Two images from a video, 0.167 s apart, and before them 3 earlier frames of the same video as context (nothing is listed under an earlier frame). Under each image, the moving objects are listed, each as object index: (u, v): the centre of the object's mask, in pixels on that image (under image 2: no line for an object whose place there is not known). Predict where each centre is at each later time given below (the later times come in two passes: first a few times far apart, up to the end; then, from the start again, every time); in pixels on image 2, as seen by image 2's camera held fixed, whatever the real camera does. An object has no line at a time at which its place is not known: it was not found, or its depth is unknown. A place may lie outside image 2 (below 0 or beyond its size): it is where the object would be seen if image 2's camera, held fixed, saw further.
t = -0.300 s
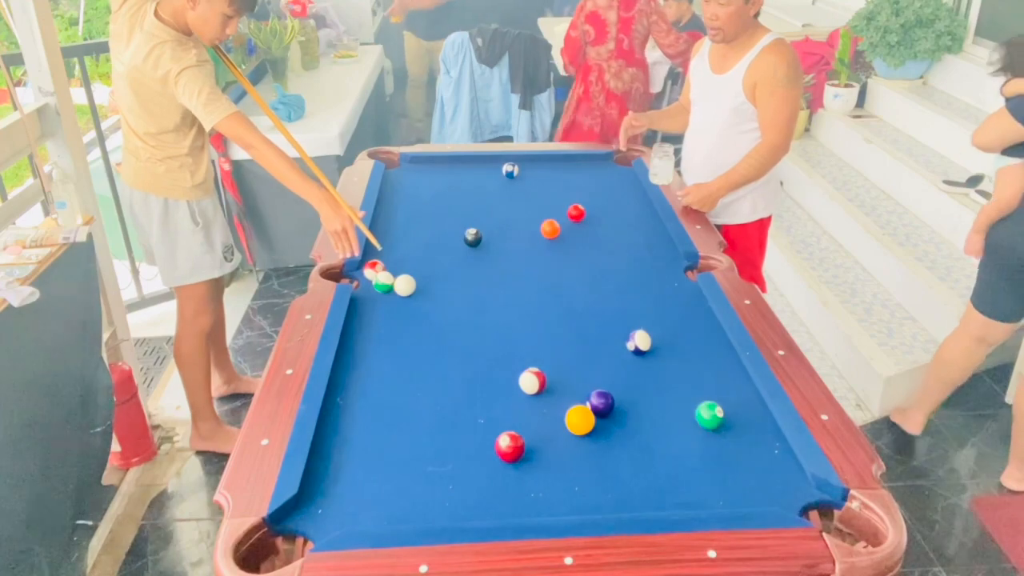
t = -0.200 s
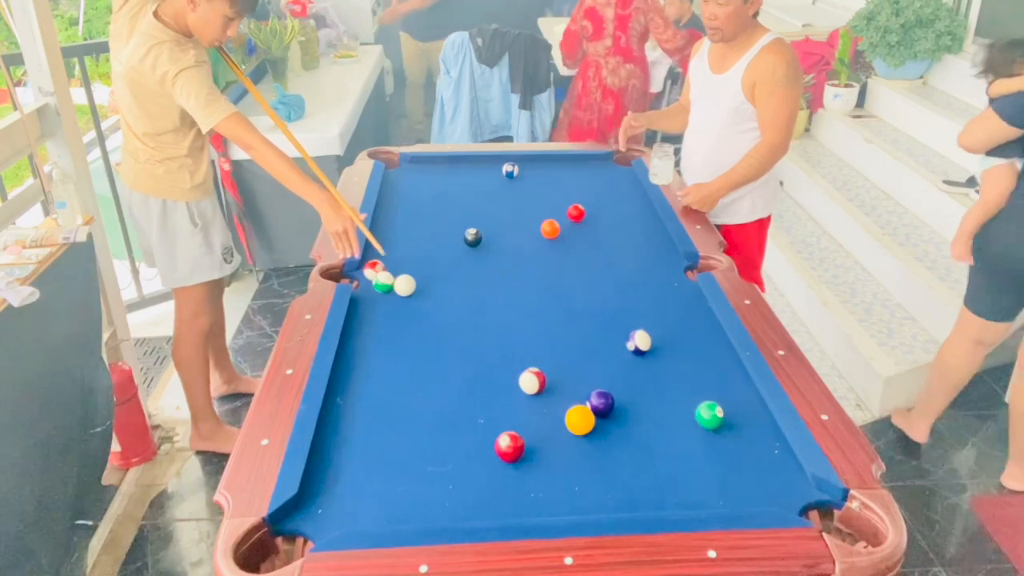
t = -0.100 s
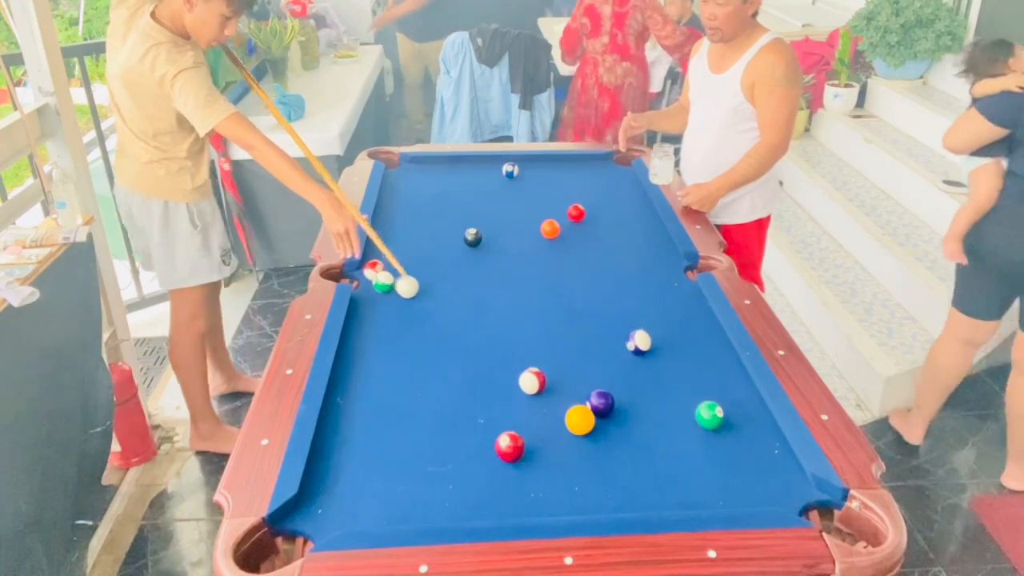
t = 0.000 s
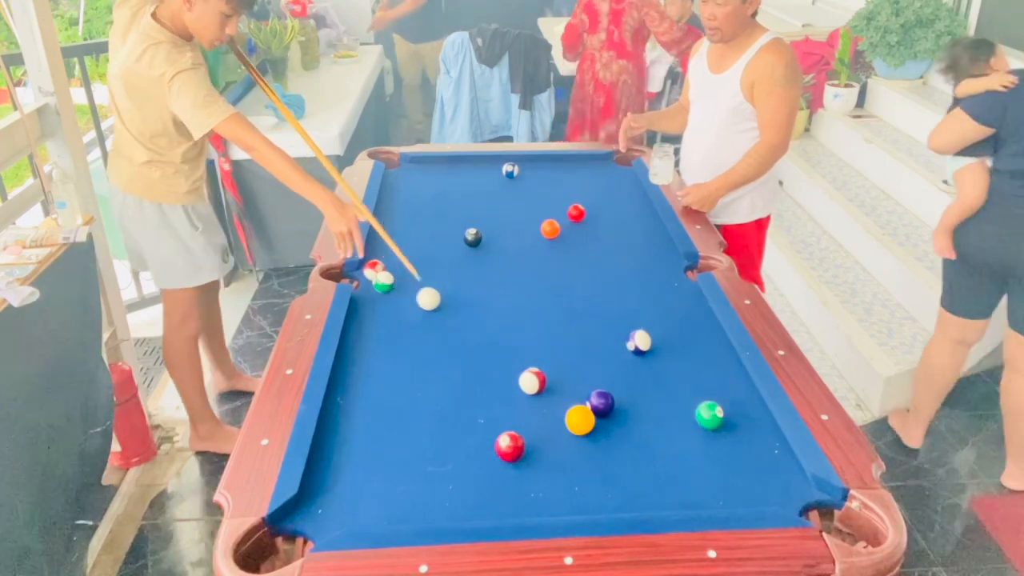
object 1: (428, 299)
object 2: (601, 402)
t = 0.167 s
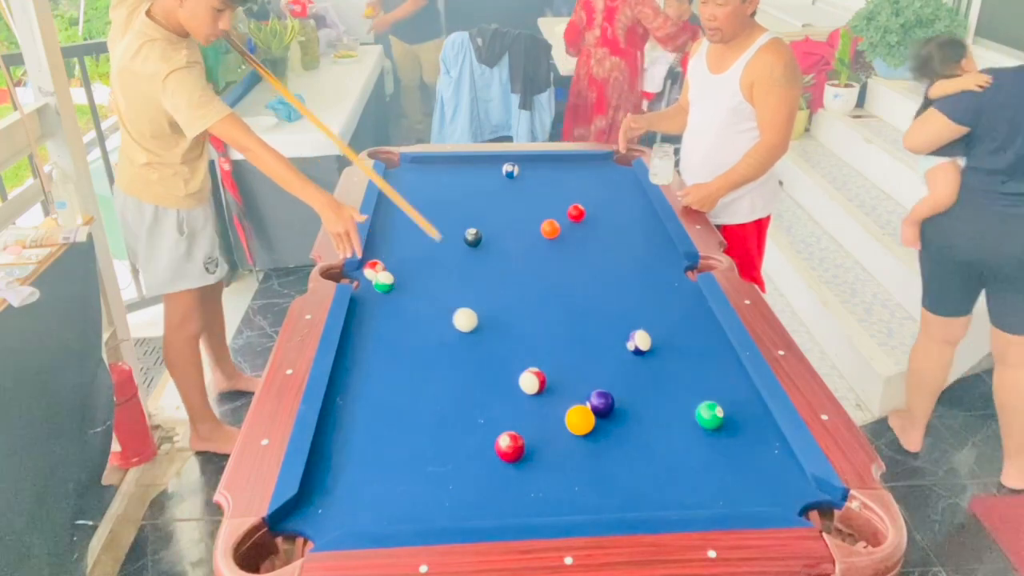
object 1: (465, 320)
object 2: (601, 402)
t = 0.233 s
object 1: (480, 329)
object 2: (601, 402)
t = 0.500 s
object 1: (546, 364)
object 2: (601, 402)
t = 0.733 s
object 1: (594, 388)
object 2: (613, 415)
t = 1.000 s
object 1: (624, 393)
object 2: (647, 450)
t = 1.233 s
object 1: (646, 396)
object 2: (676, 481)
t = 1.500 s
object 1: (664, 399)
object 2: (695, 496)
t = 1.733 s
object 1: (673, 400)
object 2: (696, 485)
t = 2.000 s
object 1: (677, 400)
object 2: (693, 476)
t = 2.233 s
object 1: (676, 400)
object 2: (690, 472)
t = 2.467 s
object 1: (675, 400)
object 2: (687, 471)
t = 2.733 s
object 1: (675, 400)
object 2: (686, 471)
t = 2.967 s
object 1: (675, 400)
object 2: (686, 471)
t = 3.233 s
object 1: (675, 400)
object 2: (686, 471)
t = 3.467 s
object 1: (675, 400)
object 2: (686, 471)
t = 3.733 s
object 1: (675, 400)
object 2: (686, 471)
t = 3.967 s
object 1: (675, 400)
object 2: (685, 471)
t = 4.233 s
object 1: (675, 400)
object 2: (685, 471)
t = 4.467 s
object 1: (675, 400)
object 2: (685, 471)
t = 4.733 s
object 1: (675, 400)
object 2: (685, 471)
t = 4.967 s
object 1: (675, 400)
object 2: (685, 471)
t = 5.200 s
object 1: (675, 400)
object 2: (684, 471)
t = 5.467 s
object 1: (675, 400)
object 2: (683, 471)
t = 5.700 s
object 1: (675, 400)
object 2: (682, 471)
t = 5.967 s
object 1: (675, 400)
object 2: (683, 471)
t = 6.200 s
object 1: (675, 400)
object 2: (683, 471)
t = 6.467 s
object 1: (675, 400)
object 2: (682, 471)
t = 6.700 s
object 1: (675, 400)
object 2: (683, 471)
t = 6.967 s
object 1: (675, 400)
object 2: (683, 471)
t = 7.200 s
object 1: (675, 400)
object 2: (683, 471)
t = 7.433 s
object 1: (675, 400)
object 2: (683, 471)
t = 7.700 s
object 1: (675, 400)
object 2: (683, 471)
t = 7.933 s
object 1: (675, 400)
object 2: (683, 471)
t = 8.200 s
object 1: (675, 400)
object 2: (683, 471)
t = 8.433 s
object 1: (675, 400)
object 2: (683, 471)
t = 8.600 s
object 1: (675, 400)
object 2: (683, 471)
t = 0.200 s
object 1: (473, 324)
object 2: (601, 402)
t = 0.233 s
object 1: (480, 329)
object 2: (601, 402)
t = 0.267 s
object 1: (488, 333)
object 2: (601, 402)
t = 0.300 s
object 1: (496, 337)
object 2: (601, 402)
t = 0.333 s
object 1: (504, 342)
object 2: (601, 402)
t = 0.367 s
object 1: (512, 346)
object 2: (601, 402)
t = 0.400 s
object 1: (520, 351)
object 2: (601, 402)
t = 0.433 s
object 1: (528, 355)
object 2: (601, 402)
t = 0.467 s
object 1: (537, 360)
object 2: (601, 402)
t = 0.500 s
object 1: (546, 364)
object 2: (601, 402)
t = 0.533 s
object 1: (555, 370)
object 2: (601, 402)
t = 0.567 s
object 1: (563, 375)
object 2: (601, 402)
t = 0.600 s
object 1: (571, 380)
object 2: (601, 402)
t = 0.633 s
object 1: (580, 385)
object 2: (601, 402)
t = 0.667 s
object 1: (586, 387)
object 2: (604, 405)
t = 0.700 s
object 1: (590, 387)
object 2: (608, 410)
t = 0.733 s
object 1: (594, 388)
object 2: (613, 415)
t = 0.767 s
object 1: (598, 388)
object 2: (618, 419)
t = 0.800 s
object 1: (602, 389)
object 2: (622, 423)
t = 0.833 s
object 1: (606, 390)
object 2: (626, 427)
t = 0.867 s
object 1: (610, 391)
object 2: (631, 432)
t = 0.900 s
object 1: (614, 391)
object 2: (635, 436)
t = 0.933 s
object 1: (617, 392)
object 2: (640, 441)
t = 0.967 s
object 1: (621, 393)
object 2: (644, 445)
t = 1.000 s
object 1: (624, 393)
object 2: (647, 450)
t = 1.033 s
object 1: (628, 394)
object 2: (651, 454)
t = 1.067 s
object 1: (631, 394)
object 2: (655, 459)
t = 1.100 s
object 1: (634, 395)
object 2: (660, 463)
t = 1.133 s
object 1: (637, 395)
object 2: (664, 468)
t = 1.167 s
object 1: (640, 396)
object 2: (668, 472)
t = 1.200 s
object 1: (643, 396)
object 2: (672, 476)
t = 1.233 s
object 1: (646, 396)
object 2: (676, 481)
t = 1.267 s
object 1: (648, 397)
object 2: (680, 486)
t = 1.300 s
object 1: (651, 397)
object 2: (684, 491)
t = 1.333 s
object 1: (653, 398)
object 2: (688, 494)
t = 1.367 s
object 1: (655, 398)
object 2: (691, 498)
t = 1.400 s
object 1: (658, 398)
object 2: (694, 500)
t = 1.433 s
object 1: (660, 398)
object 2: (695, 499)
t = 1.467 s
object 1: (662, 399)
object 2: (695, 497)
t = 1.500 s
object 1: (664, 399)
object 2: (695, 496)
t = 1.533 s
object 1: (665, 399)
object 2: (696, 494)
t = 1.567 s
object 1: (667, 400)
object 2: (696, 493)
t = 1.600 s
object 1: (668, 400)
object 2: (695, 491)
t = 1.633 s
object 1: (670, 400)
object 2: (695, 490)
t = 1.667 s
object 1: (671, 400)
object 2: (696, 488)
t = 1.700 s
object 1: (672, 400)
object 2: (695, 487)
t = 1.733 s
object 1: (673, 400)
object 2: (696, 485)
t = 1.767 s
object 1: (674, 400)
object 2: (695, 484)
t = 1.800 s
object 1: (675, 400)
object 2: (695, 483)
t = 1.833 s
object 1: (676, 400)
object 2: (695, 481)
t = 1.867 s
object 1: (676, 400)
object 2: (694, 480)
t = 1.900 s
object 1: (677, 400)
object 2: (694, 479)
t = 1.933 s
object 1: (677, 400)
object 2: (694, 478)
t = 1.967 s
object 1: (677, 400)
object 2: (693, 477)
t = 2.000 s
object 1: (677, 400)
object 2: (693, 476)
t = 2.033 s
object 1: (677, 400)
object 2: (693, 476)
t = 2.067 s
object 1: (677, 400)
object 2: (692, 475)
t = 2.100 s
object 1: (677, 400)
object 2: (692, 474)
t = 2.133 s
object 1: (677, 400)
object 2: (691, 474)
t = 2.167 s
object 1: (677, 400)
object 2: (691, 473)
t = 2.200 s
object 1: (676, 400)
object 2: (691, 473)
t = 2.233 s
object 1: (676, 400)
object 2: (690, 472)
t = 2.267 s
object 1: (676, 400)
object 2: (690, 472)
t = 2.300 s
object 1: (676, 400)
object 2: (689, 472)
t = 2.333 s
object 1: (676, 400)
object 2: (689, 471)
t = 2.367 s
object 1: (676, 400)
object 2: (688, 471)
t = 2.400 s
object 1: (676, 400)
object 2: (688, 471)
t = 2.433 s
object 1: (675, 400)
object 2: (688, 471)
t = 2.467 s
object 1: (675, 400)
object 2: (687, 471)
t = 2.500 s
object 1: (675, 400)
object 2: (687, 471)
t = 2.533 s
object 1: (675, 400)
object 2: (686, 471)
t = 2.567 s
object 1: (675, 400)
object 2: (686, 471)
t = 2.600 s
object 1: (675, 400)
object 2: (686, 471)
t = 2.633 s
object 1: (675, 400)
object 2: (686, 471)
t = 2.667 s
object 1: (675, 400)
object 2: (686, 471)
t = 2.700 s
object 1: (675, 400)
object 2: (685, 471)
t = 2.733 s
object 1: (675, 400)
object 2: (686, 471)
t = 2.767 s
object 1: (675, 400)
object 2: (686, 471)
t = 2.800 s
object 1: (675, 400)
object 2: (685, 471)
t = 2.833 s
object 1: (675, 400)
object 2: (686, 471)
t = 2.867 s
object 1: (675, 400)
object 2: (686, 471)
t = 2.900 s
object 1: (675, 400)
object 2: (686, 471)
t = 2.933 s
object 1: (675, 400)
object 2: (686, 471)
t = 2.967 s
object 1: (675, 400)
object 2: (686, 471)
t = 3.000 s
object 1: (675, 400)
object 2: (686, 471)
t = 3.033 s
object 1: (675, 400)
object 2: (686, 471)
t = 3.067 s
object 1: (675, 400)
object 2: (686, 471)
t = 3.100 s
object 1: (675, 400)
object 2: (686, 471)
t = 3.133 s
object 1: (675, 400)
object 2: (686, 471)
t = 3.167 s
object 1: (675, 400)
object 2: (686, 471)
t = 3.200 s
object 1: (675, 400)
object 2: (686, 471)
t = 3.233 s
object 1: (675, 400)
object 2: (686, 471)
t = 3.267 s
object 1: (675, 400)
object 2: (686, 471)
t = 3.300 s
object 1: (675, 400)
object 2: (686, 471)
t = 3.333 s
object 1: (675, 400)
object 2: (686, 471)
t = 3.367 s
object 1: (675, 400)
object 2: (686, 471)
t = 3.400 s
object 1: (675, 400)
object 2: (686, 471)
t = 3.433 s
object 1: (675, 400)
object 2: (686, 471)
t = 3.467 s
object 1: (675, 400)
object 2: (686, 471)
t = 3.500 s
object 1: (675, 400)
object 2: (686, 471)
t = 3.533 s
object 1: (675, 400)
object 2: (686, 471)
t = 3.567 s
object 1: (675, 400)
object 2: (686, 471)
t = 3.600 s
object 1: (675, 400)
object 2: (686, 471)
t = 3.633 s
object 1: (675, 400)
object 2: (686, 471)
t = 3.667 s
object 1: (675, 400)
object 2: (685, 471)
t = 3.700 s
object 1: (675, 400)
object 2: (685, 471)
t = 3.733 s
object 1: (675, 400)
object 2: (686, 471)
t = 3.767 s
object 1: (675, 400)
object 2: (686, 471)
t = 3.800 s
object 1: (675, 400)
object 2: (686, 471)
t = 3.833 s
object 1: (675, 400)
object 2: (685, 471)
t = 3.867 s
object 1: (675, 400)
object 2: (686, 471)
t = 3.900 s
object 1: (675, 400)
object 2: (686, 471)
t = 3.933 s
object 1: (675, 400)
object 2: (685, 471)
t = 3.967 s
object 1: (675, 400)
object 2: (685, 471)
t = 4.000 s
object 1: (675, 400)
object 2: (686, 471)
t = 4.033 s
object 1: (675, 400)
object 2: (685, 471)
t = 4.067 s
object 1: (675, 400)
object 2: (685, 471)
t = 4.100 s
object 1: (675, 400)
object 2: (685, 471)
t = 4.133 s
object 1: (675, 400)
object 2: (685, 471)
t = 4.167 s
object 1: (675, 400)
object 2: (685, 471)
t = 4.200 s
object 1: (675, 400)
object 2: (685, 471)
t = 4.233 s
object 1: (675, 400)
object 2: (685, 471)
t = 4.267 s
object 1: (675, 400)
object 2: (685, 471)
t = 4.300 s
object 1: (675, 400)
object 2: (685, 471)
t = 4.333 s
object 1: (675, 400)
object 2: (685, 471)
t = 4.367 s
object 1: (675, 400)
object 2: (685, 471)
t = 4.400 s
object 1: (675, 400)
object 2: (685, 471)
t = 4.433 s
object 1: (675, 400)
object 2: (685, 471)
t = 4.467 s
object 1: (675, 400)
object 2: (685, 471)
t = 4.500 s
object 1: (675, 400)
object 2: (685, 471)
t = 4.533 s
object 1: (675, 400)
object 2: (685, 471)
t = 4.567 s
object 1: (675, 400)
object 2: (685, 471)
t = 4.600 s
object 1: (675, 400)
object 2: (685, 471)
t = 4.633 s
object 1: (675, 400)
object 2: (685, 471)
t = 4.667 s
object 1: (675, 400)
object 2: (685, 471)
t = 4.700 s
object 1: (675, 400)
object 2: (685, 471)
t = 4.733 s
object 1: (675, 400)
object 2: (685, 471)
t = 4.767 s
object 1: (675, 400)
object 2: (685, 471)
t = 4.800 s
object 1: (675, 400)
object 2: (685, 471)
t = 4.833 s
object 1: (675, 400)
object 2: (685, 471)
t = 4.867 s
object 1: (675, 400)
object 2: (685, 471)
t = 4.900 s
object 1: (675, 400)
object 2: (685, 471)
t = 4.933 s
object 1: (675, 400)
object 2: (685, 471)
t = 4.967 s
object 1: (675, 400)
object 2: (685, 471)
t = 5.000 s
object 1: (675, 400)
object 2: (685, 471)
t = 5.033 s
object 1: (675, 400)
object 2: (684, 471)
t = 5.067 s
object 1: (675, 400)
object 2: (684, 471)
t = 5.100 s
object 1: (675, 400)
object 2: (684, 471)
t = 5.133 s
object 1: (675, 400)
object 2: (684, 471)
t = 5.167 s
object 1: (675, 400)
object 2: (684, 471)
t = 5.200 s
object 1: (675, 400)
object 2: (684, 471)
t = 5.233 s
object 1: (675, 400)
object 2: (684, 471)
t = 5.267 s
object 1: (675, 400)
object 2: (684, 472)
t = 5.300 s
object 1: (675, 400)
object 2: (683, 471)
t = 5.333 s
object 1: (675, 400)
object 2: (683, 471)
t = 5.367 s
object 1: (675, 400)
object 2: (683, 471)
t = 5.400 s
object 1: (675, 400)
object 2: (683, 471)
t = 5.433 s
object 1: (675, 400)
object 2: (683, 471)
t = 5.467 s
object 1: (675, 400)
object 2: (683, 471)
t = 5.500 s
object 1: (675, 400)
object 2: (683, 471)
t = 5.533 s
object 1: (675, 400)
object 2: (683, 471)
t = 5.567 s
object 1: (675, 400)
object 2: (683, 471)
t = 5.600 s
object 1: (675, 400)
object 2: (683, 471)
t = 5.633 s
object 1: (675, 400)
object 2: (683, 471)
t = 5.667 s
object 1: (675, 400)
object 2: (683, 471)
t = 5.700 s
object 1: (675, 400)
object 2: (682, 471)
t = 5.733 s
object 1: (675, 400)
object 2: (683, 471)
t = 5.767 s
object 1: (675, 400)
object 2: (683, 471)
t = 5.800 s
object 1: (675, 400)
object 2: (683, 471)
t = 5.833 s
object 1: (675, 400)
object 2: (683, 471)
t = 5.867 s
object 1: (675, 400)
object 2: (683, 471)
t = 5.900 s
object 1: (675, 400)
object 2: (683, 471)
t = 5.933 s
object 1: (675, 400)
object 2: (683, 471)
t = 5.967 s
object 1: (675, 400)
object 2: (683, 471)
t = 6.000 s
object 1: (675, 400)
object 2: (683, 471)
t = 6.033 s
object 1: (675, 400)
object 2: (683, 471)
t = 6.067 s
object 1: (675, 400)
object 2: (683, 471)
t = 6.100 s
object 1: (675, 400)
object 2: (683, 471)
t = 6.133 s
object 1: (675, 400)
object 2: (683, 471)
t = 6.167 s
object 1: (675, 400)
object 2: (683, 471)
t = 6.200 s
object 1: (675, 400)
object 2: (683, 471)
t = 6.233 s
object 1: (675, 400)
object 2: (683, 471)
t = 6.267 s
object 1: (675, 400)
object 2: (683, 472)
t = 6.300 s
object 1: (675, 400)
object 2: (683, 472)
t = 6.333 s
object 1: (675, 400)
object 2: (683, 472)
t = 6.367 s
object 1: (675, 400)
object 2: (683, 471)
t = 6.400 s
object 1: (675, 400)
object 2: (683, 471)
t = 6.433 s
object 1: (675, 400)
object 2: (683, 471)
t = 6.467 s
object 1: (675, 400)
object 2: (682, 471)
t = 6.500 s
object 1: (675, 400)
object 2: (683, 471)
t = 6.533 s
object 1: (675, 400)
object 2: (682, 471)
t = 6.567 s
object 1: (675, 400)
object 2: (683, 471)
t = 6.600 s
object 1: (675, 400)
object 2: (682, 471)
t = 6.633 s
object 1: (675, 400)
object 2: (683, 471)
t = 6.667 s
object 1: (675, 400)
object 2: (683, 471)
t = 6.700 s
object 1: (675, 400)
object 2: (683, 471)
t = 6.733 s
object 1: (675, 400)
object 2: (683, 471)
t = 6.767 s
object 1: (675, 400)
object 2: (683, 471)
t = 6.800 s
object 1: (675, 400)
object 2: (683, 471)
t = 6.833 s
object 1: (675, 400)
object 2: (683, 471)
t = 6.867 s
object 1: (675, 400)
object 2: (683, 471)
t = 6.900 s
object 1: (675, 400)
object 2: (683, 471)
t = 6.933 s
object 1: (675, 400)
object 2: (683, 471)
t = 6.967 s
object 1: (675, 400)
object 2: (683, 471)
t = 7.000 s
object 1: (675, 400)
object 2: (683, 471)
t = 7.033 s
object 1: (675, 400)
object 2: (683, 471)
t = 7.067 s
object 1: (675, 400)
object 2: (683, 471)
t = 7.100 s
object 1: (675, 400)
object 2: (683, 471)
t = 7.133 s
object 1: (675, 400)
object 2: (683, 471)
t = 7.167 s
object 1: (675, 400)
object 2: (683, 471)
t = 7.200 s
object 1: (675, 400)
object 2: (683, 471)
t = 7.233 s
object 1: (675, 400)
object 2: (683, 471)
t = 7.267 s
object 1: (675, 400)
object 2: (683, 471)
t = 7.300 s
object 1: (675, 400)
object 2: (683, 471)
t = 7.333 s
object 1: (675, 400)
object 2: (683, 471)
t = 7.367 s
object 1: (675, 400)
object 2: (683, 471)
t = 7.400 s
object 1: (675, 400)
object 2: (683, 471)
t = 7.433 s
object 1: (675, 400)
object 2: (683, 471)
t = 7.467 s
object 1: (675, 400)
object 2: (683, 471)
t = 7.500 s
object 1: (675, 400)
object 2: (683, 471)
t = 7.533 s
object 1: (675, 400)
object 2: (683, 471)
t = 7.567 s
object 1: (675, 400)
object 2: (683, 471)
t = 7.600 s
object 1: (675, 400)
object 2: (683, 471)
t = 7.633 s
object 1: (675, 400)
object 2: (683, 471)
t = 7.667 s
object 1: (675, 400)
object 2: (683, 471)
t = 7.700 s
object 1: (675, 400)
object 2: (683, 471)
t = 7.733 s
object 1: (675, 400)
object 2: (683, 471)
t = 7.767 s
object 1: (675, 400)
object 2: (683, 471)
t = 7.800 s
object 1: (675, 400)
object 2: (683, 471)
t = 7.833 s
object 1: (675, 400)
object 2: (683, 471)
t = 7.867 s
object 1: (675, 400)
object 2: (683, 471)
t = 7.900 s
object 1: (675, 400)
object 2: (683, 471)
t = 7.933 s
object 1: (675, 400)
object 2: (683, 471)
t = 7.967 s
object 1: (675, 400)
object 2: (683, 471)
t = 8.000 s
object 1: (675, 400)
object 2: (683, 471)
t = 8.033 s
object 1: (675, 400)
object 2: (683, 471)
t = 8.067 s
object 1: (675, 400)
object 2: (683, 471)
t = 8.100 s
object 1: (675, 400)
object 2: (683, 471)
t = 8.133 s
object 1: (675, 400)
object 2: (683, 471)
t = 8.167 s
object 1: (675, 400)
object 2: (683, 471)
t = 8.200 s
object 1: (675, 400)
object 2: (683, 471)
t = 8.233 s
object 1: (675, 400)
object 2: (683, 471)
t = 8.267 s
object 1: (675, 400)
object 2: (683, 471)
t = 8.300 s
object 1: (675, 400)
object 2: (683, 471)
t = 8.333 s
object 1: (675, 400)
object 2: (683, 471)
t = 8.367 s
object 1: (675, 400)
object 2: (683, 471)
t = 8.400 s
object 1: (675, 400)
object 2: (683, 471)
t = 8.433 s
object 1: (675, 400)
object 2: (683, 471)
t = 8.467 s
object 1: (675, 400)
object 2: (683, 471)
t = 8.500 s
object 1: (675, 400)
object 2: (683, 471)
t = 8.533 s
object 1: (675, 400)
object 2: (683, 471)
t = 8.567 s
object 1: (675, 400)
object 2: (683, 471)
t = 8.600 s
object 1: (675, 400)
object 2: (683, 471)
